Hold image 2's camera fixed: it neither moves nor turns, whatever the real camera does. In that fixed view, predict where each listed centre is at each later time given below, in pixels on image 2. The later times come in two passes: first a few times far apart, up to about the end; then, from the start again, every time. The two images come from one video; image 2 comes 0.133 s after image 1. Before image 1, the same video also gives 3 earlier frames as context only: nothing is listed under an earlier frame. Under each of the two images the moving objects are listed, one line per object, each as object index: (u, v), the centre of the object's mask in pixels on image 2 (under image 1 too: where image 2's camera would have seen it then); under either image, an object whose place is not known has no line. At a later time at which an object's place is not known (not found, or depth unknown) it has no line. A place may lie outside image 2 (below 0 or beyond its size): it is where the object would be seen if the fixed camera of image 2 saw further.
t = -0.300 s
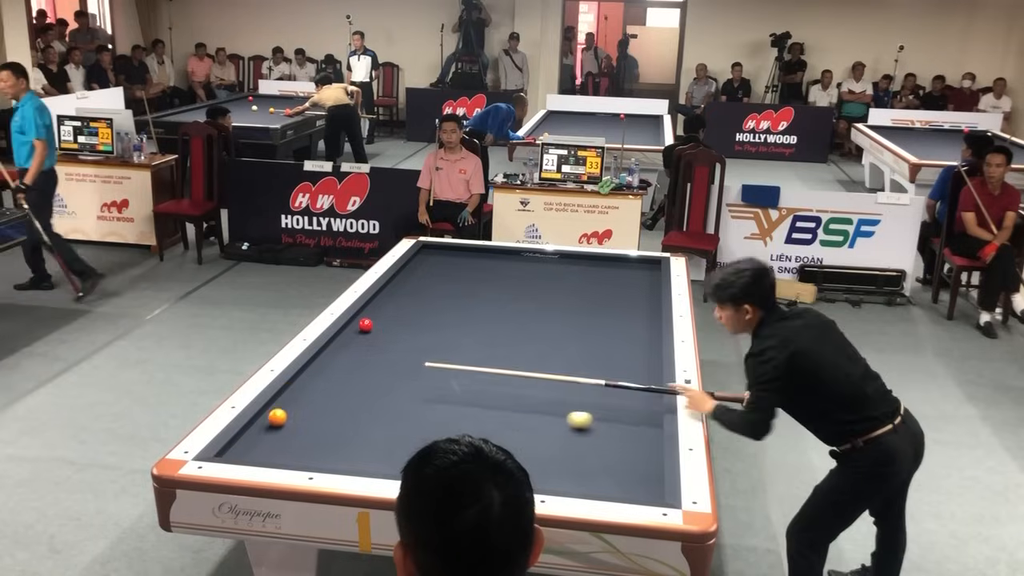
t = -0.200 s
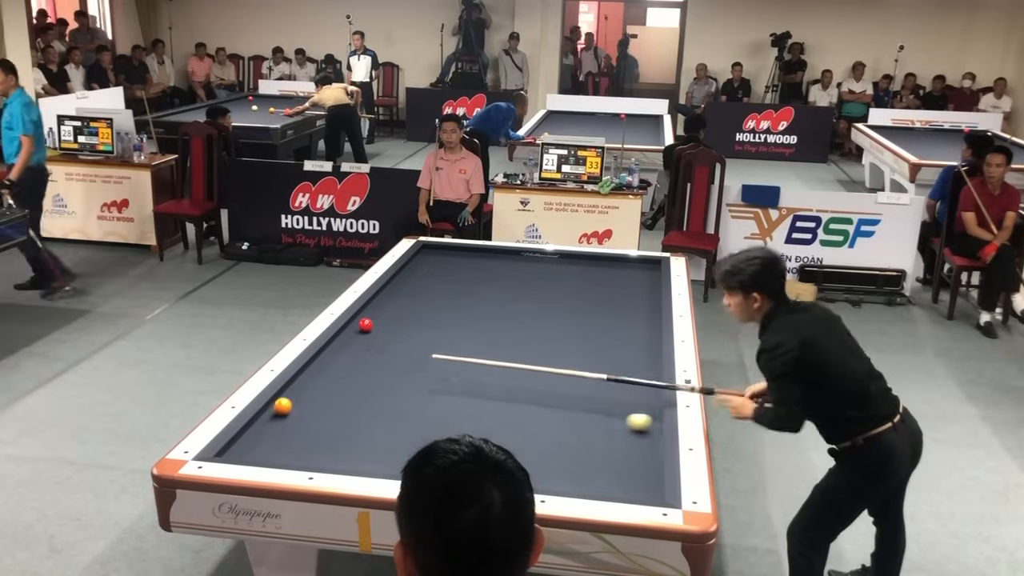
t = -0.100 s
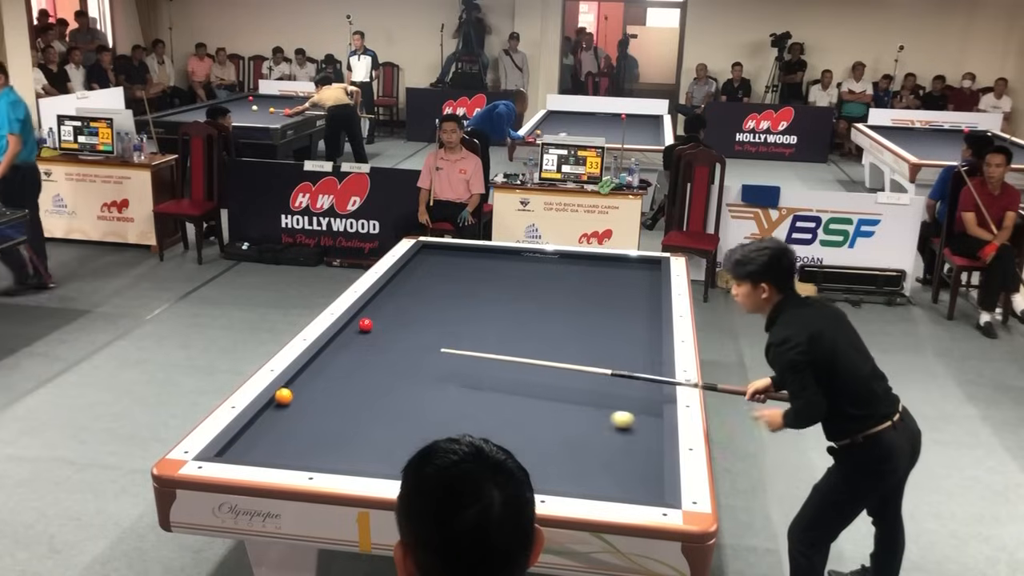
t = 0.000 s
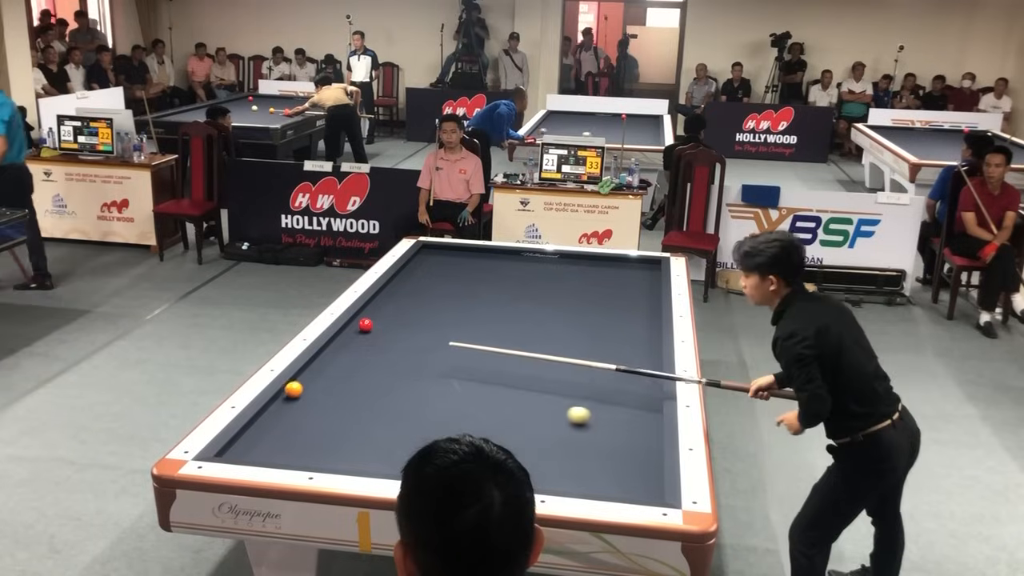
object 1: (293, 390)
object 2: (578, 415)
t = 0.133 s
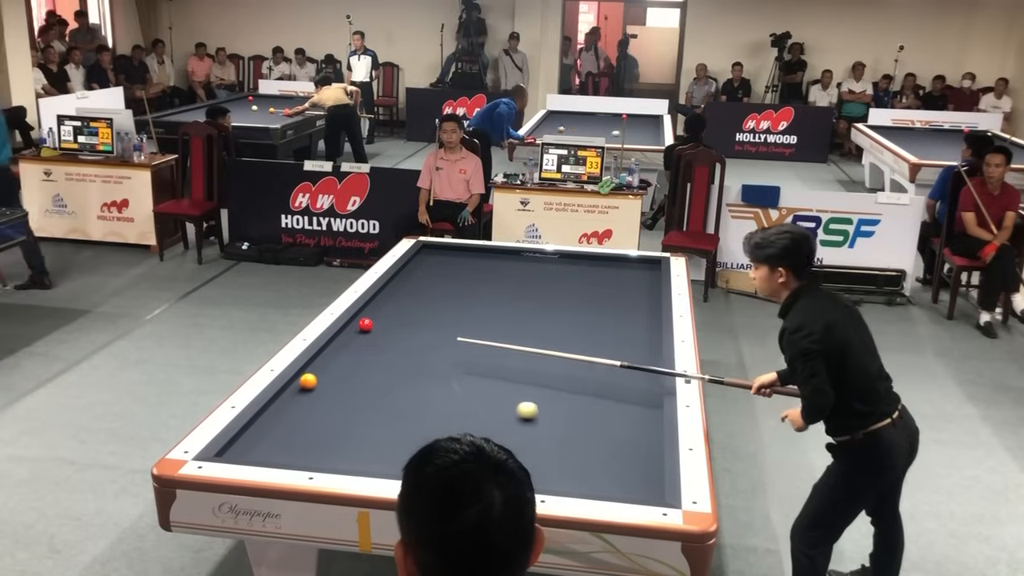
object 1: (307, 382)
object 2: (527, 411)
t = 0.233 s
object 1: (318, 376)
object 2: (494, 408)
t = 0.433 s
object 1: (337, 365)
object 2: (436, 402)
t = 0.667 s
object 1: (358, 353)
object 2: (372, 395)
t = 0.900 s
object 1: (378, 342)
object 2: (309, 389)
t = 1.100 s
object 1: (393, 334)
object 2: (316, 389)
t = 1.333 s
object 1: (410, 324)
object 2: (353, 392)
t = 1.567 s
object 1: (425, 315)
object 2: (389, 394)
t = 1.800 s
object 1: (439, 307)
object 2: (423, 397)
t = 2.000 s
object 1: (451, 301)
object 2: (452, 399)
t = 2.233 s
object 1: (463, 294)
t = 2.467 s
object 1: (475, 287)
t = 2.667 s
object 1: (484, 282)
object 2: (554, 403)
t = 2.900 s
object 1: (494, 276)
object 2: (582, 410)
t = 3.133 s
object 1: (504, 271)
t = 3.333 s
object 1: (512, 267)
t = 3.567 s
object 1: (520, 262)
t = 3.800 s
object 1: (528, 257)
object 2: (627, 414)
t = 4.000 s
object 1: (535, 253)
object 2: (612, 413)
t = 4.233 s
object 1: (540, 256)
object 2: (596, 412)
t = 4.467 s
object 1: (544, 259)
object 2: (580, 411)
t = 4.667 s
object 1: (548, 261)
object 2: (567, 409)
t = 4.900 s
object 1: (552, 264)
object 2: (552, 408)
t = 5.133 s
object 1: (556, 267)
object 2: (538, 407)
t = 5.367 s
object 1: (559, 270)
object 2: (525, 406)
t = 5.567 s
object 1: (562, 272)
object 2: (514, 405)
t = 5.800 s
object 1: (566, 275)
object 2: (502, 405)
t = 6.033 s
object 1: (570, 278)
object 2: (491, 404)
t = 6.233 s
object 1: (573, 280)
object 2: (482, 403)
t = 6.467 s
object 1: (576, 282)
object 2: (471, 402)
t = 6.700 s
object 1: (579, 285)
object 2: (462, 401)
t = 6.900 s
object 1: (582, 287)
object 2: (454, 401)
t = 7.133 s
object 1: (585, 289)
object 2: (445, 401)
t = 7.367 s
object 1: (588, 291)
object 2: (437, 400)
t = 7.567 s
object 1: (591, 293)
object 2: (431, 400)
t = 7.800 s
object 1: (593, 295)
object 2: (424, 399)
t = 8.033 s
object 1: (595, 297)
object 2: (418, 399)
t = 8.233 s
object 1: (597, 298)
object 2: (413, 399)
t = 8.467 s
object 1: (600, 300)
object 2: (408, 398)
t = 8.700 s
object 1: (602, 302)
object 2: (404, 398)
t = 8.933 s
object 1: (603, 303)
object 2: (400, 398)
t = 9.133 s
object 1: (605, 304)
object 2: (397, 398)
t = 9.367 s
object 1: (606, 305)
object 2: (394, 398)
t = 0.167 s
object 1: (311, 380)
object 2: (515, 410)
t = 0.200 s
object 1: (315, 378)
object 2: (504, 409)
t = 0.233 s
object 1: (318, 376)
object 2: (494, 408)
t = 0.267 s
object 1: (321, 374)
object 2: (484, 406)
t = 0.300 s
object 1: (325, 372)
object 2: (475, 405)
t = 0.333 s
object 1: (328, 370)
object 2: (465, 405)
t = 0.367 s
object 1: (331, 369)
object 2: (455, 404)
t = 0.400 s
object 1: (334, 367)
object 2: (446, 403)
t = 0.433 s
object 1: (337, 365)
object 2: (436, 402)
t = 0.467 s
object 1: (341, 363)
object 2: (427, 401)
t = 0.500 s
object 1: (344, 361)
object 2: (418, 400)
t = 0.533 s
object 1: (347, 360)
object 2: (409, 399)
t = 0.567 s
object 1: (350, 358)
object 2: (399, 398)
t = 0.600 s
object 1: (353, 356)
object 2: (390, 397)
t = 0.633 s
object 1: (356, 354)
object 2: (381, 396)
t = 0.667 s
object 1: (358, 353)
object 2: (372, 395)
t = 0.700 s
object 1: (361, 351)
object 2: (363, 394)
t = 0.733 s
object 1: (364, 350)
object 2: (354, 393)
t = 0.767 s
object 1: (367, 348)
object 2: (345, 392)
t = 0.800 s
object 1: (370, 347)
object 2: (336, 392)
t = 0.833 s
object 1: (372, 345)
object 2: (327, 391)
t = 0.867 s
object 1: (375, 343)
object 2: (318, 390)
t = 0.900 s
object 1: (378, 342)
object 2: (309, 389)
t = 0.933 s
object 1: (380, 341)
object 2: (300, 388)
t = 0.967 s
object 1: (383, 339)
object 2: (292, 387)
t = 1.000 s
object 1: (386, 338)
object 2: (296, 388)
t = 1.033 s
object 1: (388, 336)
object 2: (303, 388)
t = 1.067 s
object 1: (391, 335)
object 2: (310, 388)
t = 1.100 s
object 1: (393, 334)
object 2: (316, 389)
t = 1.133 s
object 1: (396, 332)
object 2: (322, 389)
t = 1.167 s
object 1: (398, 331)
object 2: (328, 390)
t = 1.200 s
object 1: (400, 329)
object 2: (333, 390)
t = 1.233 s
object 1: (403, 328)
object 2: (338, 391)
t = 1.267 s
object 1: (405, 326)
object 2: (343, 391)
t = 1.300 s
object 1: (408, 325)
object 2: (348, 391)
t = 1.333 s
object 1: (410, 324)
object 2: (353, 392)
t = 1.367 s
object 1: (412, 323)
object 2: (358, 392)
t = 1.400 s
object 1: (414, 321)
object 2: (363, 393)
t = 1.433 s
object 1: (417, 320)
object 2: (368, 393)
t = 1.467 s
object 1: (419, 319)
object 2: (373, 393)
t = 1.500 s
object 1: (421, 318)
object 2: (379, 394)
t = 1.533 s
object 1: (423, 317)
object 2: (383, 394)
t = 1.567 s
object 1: (425, 315)
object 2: (389, 394)
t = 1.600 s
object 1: (427, 314)
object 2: (394, 395)
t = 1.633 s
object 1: (429, 313)
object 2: (398, 395)
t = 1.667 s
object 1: (431, 312)
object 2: (404, 396)
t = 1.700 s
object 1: (433, 311)
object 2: (408, 396)
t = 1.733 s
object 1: (435, 310)
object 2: (413, 396)
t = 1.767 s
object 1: (437, 309)
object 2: (418, 397)
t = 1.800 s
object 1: (439, 307)
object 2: (423, 397)
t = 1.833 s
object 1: (441, 306)
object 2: (428, 397)
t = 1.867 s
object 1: (443, 305)
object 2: (433, 398)
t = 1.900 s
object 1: (445, 304)
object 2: (438, 398)
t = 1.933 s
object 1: (447, 303)
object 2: (442, 399)
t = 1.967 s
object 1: (449, 302)
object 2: (447, 399)
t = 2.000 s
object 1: (451, 301)
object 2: (452, 399)
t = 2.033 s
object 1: (453, 300)
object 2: (457, 400)
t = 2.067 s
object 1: (454, 299)
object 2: (462, 400)
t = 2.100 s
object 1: (456, 298)
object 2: (467, 400)
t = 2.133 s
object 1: (458, 297)
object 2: (472, 400)
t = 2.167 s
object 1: (460, 296)
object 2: (476, 399)
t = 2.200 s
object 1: (461, 295)
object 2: (480, 397)
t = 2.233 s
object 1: (463, 294)
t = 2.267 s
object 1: (465, 293)
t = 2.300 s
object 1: (466, 292)
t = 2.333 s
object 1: (468, 291)
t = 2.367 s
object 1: (470, 290)
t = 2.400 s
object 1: (471, 289)
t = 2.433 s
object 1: (473, 288)
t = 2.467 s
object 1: (475, 287)
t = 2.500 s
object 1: (476, 286)
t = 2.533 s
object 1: (478, 286)
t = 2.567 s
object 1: (479, 285)
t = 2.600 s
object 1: (481, 284)
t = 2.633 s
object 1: (482, 283)
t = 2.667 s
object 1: (484, 282)
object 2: (554, 403)
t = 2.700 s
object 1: (486, 281)
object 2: (559, 405)
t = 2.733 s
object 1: (487, 280)
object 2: (562, 406)
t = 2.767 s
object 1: (488, 279)
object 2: (566, 408)
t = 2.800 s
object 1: (490, 279)
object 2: (570, 408)
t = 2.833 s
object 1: (491, 278)
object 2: (574, 409)
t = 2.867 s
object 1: (493, 277)
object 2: (578, 409)
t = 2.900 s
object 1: (494, 276)
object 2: (582, 410)
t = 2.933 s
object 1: (496, 275)
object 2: (587, 410)
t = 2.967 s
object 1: (497, 275)
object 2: (592, 411)
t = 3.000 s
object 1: (499, 274)
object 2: (598, 411)
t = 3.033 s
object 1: (500, 273)
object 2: (603, 412)
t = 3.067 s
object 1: (501, 272)
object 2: (609, 413)
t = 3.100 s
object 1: (503, 272)
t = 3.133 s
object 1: (504, 271)
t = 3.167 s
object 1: (505, 270)
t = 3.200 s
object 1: (507, 269)
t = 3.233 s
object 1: (508, 268)
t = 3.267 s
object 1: (509, 268)
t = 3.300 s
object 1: (510, 267)
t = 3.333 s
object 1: (512, 267)
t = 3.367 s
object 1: (513, 266)
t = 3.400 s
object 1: (514, 265)
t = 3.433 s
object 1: (516, 264)
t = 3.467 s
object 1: (517, 264)
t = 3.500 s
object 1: (518, 263)
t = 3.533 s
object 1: (519, 262)
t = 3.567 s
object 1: (520, 262)
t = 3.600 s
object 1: (522, 261)
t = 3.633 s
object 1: (523, 260)
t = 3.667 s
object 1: (524, 260)
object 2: (635, 415)
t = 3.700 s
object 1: (525, 259)
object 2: (634, 415)
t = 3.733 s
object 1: (526, 258)
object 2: (632, 415)
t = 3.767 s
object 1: (527, 258)
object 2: (629, 415)
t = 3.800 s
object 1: (528, 257)
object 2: (627, 414)
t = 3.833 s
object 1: (530, 256)
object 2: (624, 414)
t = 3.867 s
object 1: (531, 256)
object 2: (622, 414)
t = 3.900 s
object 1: (532, 255)
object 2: (619, 414)
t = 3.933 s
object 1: (533, 254)
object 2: (617, 414)
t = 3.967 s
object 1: (534, 254)
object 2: (615, 413)
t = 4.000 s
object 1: (535, 253)
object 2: (612, 413)
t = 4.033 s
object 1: (536, 253)
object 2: (609, 413)
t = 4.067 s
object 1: (537, 253)
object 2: (607, 413)
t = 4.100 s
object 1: (537, 254)
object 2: (605, 412)
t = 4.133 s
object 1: (538, 255)
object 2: (603, 412)
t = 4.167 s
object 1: (539, 255)
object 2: (600, 412)
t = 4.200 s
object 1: (539, 256)
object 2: (598, 412)
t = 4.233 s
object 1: (540, 256)
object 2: (596, 412)
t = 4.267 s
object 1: (541, 256)
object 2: (593, 412)
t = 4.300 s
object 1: (541, 257)
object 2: (591, 412)
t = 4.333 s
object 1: (542, 257)
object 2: (589, 411)
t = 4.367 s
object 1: (542, 258)
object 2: (586, 411)
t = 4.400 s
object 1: (543, 258)
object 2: (584, 411)
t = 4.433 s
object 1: (543, 258)
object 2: (582, 411)
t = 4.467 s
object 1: (544, 259)
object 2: (580, 411)
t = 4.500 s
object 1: (545, 259)
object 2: (578, 410)
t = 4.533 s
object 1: (545, 260)
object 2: (575, 410)
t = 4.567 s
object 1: (546, 260)
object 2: (573, 410)
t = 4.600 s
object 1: (547, 261)
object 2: (571, 410)
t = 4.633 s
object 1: (547, 261)
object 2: (569, 409)
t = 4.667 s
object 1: (548, 261)
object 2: (567, 409)
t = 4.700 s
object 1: (548, 262)
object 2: (565, 409)
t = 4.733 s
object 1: (549, 262)
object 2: (563, 409)
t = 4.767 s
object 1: (549, 263)
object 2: (560, 408)
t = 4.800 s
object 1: (550, 263)
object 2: (558, 408)
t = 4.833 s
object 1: (550, 264)
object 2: (556, 408)
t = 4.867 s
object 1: (551, 264)
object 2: (554, 408)
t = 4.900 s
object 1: (552, 264)
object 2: (552, 408)
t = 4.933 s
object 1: (552, 265)
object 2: (550, 408)
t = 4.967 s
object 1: (553, 265)
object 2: (548, 408)
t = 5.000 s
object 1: (553, 266)
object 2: (546, 407)
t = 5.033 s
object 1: (554, 266)
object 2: (544, 407)
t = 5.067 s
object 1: (555, 266)
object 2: (542, 407)
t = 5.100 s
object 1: (555, 267)
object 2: (540, 407)
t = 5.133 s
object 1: (556, 267)
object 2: (538, 407)
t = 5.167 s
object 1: (556, 268)
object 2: (536, 407)
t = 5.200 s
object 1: (557, 268)
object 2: (535, 407)
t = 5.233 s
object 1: (557, 268)
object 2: (533, 406)
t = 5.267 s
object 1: (558, 269)
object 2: (531, 406)
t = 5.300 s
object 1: (558, 269)
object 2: (529, 406)
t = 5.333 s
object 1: (559, 270)
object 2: (527, 406)
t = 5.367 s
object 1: (559, 270)
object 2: (525, 406)
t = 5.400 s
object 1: (560, 270)
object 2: (523, 406)
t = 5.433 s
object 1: (560, 271)
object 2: (521, 406)
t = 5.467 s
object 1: (561, 271)
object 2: (520, 406)
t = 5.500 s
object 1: (561, 272)
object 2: (518, 406)
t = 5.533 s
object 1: (562, 272)
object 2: (516, 405)
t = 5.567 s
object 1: (562, 272)
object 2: (514, 405)
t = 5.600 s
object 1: (563, 273)
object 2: (513, 405)
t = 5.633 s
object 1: (563, 273)
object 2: (511, 405)
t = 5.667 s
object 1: (564, 273)
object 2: (509, 405)
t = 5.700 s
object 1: (565, 274)
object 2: (508, 405)
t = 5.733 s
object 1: (565, 274)
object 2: (506, 405)
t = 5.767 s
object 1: (566, 275)
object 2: (504, 405)
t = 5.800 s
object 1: (566, 275)
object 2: (502, 405)
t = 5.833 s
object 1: (567, 275)
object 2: (501, 404)
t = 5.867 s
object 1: (567, 276)
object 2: (499, 404)
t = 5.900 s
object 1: (568, 276)
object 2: (497, 404)
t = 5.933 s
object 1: (568, 277)
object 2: (496, 404)
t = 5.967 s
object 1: (569, 277)
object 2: (494, 404)
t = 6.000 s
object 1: (569, 277)
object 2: (492, 404)
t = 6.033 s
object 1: (570, 278)
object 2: (491, 404)
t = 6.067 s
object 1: (570, 278)
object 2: (489, 403)
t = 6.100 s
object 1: (571, 278)
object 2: (488, 403)
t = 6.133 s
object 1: (571, 279)
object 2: (486, 403)
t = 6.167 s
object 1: (572, 279)
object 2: (484, 403)
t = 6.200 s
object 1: (572, 280)
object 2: (483, 403)
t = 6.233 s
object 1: (573, 280)
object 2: (482, 403)
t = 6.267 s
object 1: (573, 280)
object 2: (480, 403)
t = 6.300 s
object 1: (574, 281)
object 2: (479, 403)
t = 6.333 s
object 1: (574, 281)
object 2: (477, 402)
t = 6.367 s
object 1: (575, 282)
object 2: (475, 402)
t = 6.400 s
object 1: (575, 282)
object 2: (474, 402)
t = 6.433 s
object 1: (575, 282)
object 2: (473, 402)
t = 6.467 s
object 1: (576, 282)
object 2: (471, 402)
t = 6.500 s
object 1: (576, 283)
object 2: (470, 402)
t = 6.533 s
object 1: (577, 283)
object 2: (468, 402)
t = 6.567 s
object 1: (577, 284)
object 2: (467, 402)
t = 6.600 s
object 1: (578, 284)
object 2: (465, 402)
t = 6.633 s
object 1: (578, 284)
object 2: (464, 401)
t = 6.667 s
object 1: (579, 285)
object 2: (463, 401)
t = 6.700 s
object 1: (579, 285)
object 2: (462, 401)
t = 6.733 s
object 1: (580, 285)
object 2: (460, 401)
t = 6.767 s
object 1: (580, 285)
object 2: (459, 401)
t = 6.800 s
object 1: (581, 286)
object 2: (458, 401)
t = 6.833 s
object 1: (581, 286)
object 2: (456, 401)
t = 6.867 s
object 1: (582, 286)
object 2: (455, 401)
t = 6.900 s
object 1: (582, 287)
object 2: (454, 401)
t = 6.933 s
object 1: (583, 287)
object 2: (453, 401)
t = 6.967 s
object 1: (583, 287)
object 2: (452, 401)
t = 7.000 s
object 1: (583, 288)
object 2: (450, 401)
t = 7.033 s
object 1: (584, 288)
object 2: (449, 401)
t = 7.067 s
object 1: (584, 288)
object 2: (448, 401)
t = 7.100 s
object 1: (585, 289)
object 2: (446, 400)
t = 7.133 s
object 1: (585, 289)
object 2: (445, 401)
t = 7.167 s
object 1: (586, 289)
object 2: (444, 400)
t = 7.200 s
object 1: (586, 290)
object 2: (443, 400)
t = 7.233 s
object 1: (586, 290)
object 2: (442, 400)
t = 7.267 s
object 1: (587, 290)
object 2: (441, 400)
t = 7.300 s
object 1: (587, 291)
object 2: (440, 400)
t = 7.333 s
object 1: (588, 291)
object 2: (438, 400)
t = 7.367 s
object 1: (588, 291)
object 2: (437, 400)
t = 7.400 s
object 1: (589, 291)
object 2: (436, 400)
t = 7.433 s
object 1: (589, 292)
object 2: (435, 400)
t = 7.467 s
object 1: (589, 292)
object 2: (434, 400)
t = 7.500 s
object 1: (590, 292)
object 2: (433, 400)
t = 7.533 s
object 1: (590, 293)
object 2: (432, 400)
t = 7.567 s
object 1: (591, 293)
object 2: (431, 400)
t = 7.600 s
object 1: (591, 293)
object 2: (430, 400)
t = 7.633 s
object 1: (591, 294)
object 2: (429, 399)
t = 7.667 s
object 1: (592, 294)
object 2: (428, 400)
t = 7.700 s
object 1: (592, 294)
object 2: (427, 400)
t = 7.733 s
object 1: (593, 294)
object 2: (426, 399)
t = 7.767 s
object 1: (593, 295)
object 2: (425, 399)
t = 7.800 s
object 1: (593, 295)
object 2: (424, 399)
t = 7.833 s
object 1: (594, 295)
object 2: (423, 399)
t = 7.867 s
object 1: (594, 296)
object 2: (423, 399)
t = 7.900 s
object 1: (594, 296)
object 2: (422, 399)
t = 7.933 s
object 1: (594, 296)
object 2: (421, 399)
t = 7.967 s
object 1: (595, 296)
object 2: (420, 399)
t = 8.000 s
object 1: (595, 297)
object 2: (419, 399)
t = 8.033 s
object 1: (595, 297)
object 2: (418, 399)
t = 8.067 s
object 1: (596, 297)
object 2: (417, 399)
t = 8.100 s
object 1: (596, 297)
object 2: (417, 399)
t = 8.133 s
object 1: (596, 297)
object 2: (416, 399)
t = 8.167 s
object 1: (597, 298)
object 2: (415, 399)
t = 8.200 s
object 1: (597, 298)
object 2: (414, 399)
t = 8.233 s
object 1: (597, 298)
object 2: (413, 399)
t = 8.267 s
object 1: (598, 298)
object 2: (412, 399)
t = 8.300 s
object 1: (598, 299)
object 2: (412, 399)
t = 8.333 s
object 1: (599, 299)
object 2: (411, 398)
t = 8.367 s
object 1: (599, 299)
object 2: (410, 398)
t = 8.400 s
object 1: (599, 300)
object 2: (410, 398)
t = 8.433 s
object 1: (599, 300)
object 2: (409, 398)
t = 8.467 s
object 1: (600, 300)
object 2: (408, 398)
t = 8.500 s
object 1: (600, 300)
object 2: (408, 398)
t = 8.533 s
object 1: (600, 301)
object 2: (407, 398)
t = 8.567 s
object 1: (600, 301)
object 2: (406, 398)
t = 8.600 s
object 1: (601, 301)
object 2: (406, 398)
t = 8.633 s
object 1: (601, 301)
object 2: (405, 398)
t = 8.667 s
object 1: (601, 302)
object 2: (404, 398)
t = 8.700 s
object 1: (602, 302)
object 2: (404, 398)
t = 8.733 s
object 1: (602, 302)
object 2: (403, 398)
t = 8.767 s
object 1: (602, 302)
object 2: (403, 398)
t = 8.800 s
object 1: (602, 302)
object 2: (402, 398)
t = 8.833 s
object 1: (602, 303)
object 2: (402, 398)
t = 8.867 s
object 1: (603, 303)
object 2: (401, 398)
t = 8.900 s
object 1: (603, 303)
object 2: (400, 398)
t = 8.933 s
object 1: (603, 303)
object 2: (400, 398)
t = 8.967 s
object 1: (604, 303)
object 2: (399, 398)
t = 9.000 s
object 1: (604, 304)
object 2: (399, 398)
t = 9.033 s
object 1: (604, 304)
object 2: (399, 398)
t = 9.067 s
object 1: (604, 304)
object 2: (398, 398)
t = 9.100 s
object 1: (604, 304)
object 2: (397, 398)
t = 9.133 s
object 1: (605, 304)
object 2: (397, 398)
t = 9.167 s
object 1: (605, 304)
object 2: (396, 398)
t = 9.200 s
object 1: (605, 305)
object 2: (396, 398)
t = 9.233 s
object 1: (605, 305)
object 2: (396, 398)
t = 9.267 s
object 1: (606, 305)
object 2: (395, 398)
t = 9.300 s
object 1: (606, 305)
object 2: (395, 398)
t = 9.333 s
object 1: (606, 306)
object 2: (394, 398)
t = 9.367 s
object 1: (606, 305)
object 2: (394, 398)
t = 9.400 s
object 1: (606, 306)
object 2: (394, 398)
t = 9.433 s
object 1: (606, 306)
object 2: (393, 398)
